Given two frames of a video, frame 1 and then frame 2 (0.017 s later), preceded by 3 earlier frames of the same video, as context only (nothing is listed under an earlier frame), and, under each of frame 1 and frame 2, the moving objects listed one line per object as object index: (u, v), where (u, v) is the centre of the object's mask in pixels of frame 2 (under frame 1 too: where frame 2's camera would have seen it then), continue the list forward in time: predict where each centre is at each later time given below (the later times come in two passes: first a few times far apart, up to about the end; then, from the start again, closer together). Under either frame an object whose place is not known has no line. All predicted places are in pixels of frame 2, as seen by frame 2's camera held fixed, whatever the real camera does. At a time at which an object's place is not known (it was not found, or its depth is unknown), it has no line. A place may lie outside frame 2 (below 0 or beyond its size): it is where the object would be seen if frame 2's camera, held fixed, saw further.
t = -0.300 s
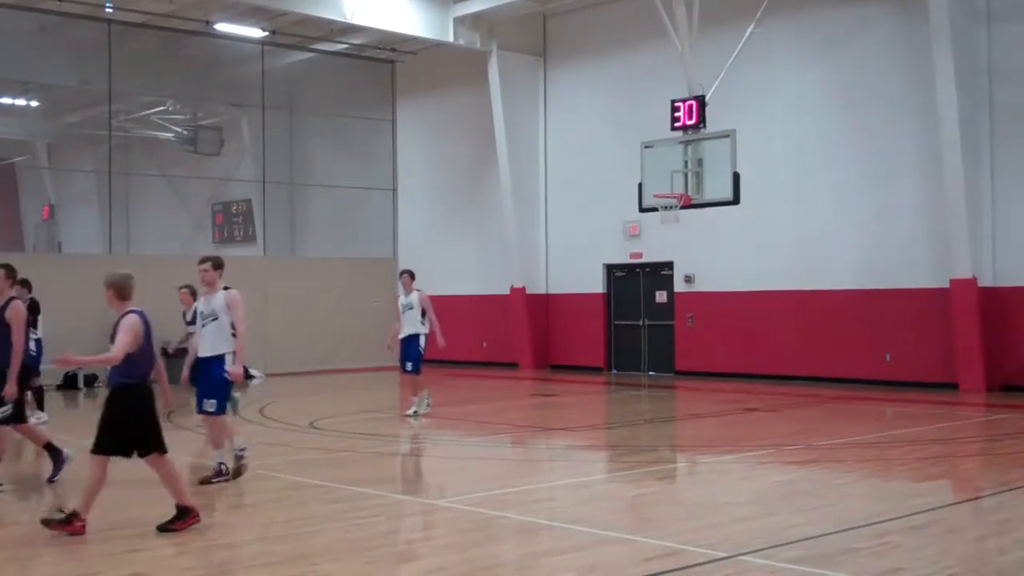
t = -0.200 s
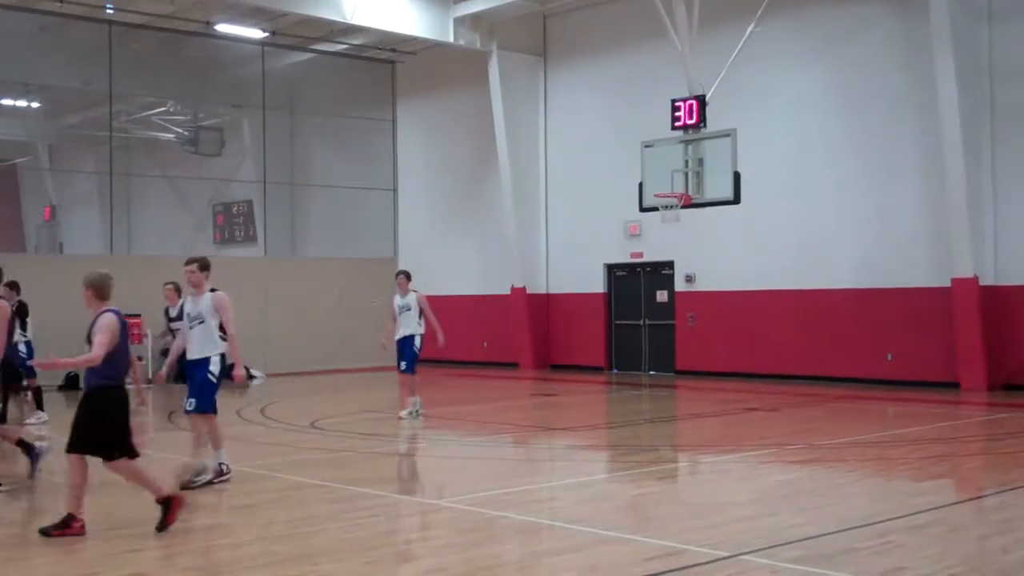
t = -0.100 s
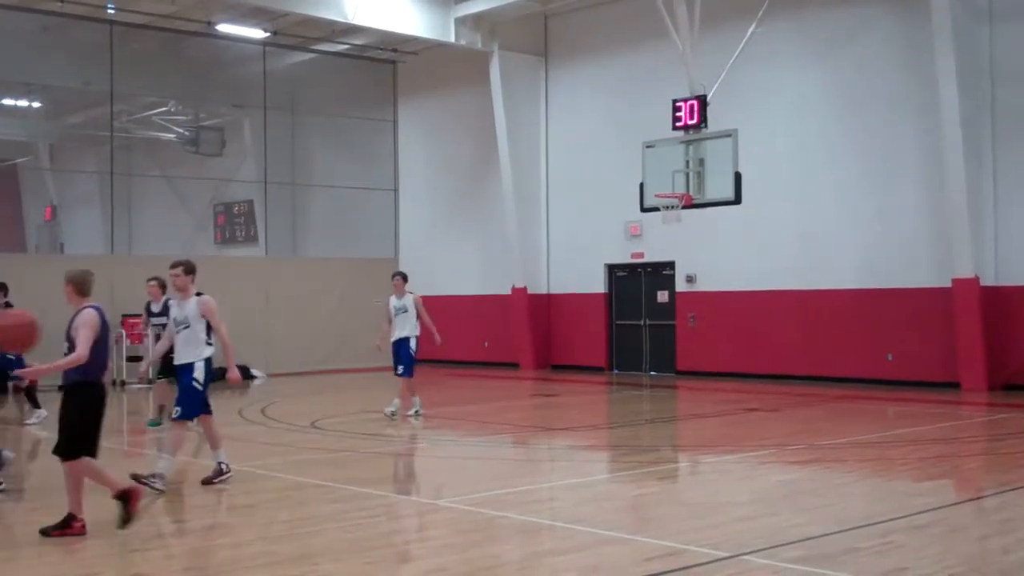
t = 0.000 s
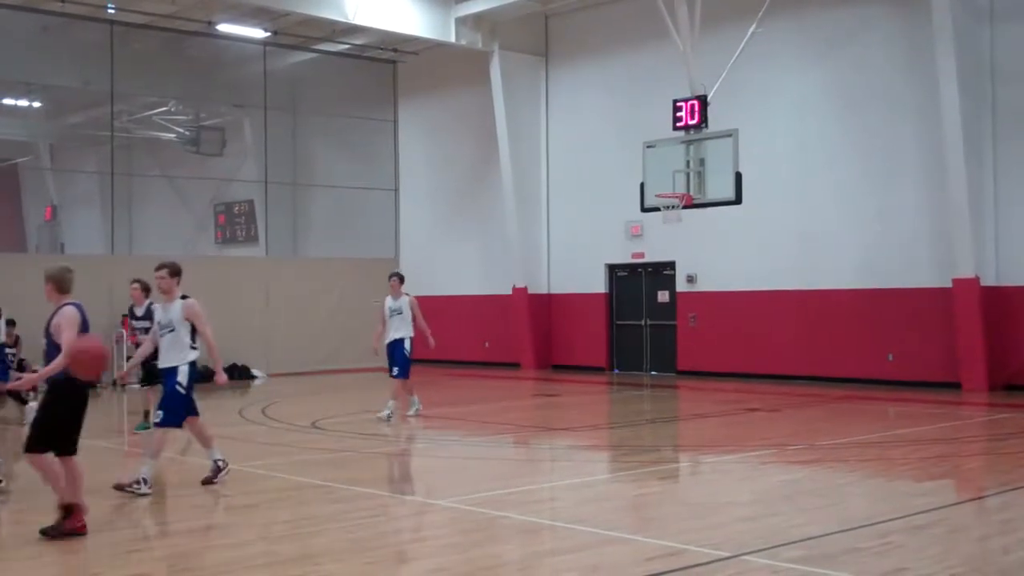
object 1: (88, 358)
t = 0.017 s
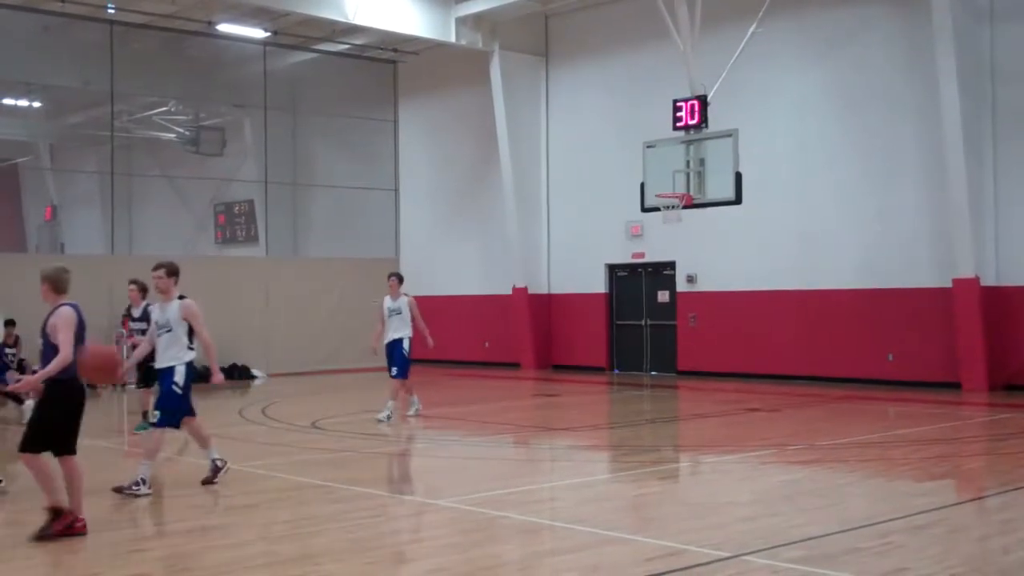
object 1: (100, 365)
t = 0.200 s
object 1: (224, 459)
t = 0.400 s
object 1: (335, 496)
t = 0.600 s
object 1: (420, 410)
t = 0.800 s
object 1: (500, 387)
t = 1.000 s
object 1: (574, 432)
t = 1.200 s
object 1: (644, 501)
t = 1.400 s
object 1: (706, 432)
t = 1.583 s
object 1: (758, 419)
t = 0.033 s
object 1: (111, 369)
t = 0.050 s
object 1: (123, 377)
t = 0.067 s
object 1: (134, 385)
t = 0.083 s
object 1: (146, 392)
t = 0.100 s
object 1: (157, 400)
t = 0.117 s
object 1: (169, 410)
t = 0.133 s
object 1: (179, 421)
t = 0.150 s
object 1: (191, 427)
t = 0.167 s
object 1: (203, 438)
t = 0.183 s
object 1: (213, 449)
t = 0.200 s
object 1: (224, 459)
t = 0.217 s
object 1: (234, 471)
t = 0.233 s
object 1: (245, 483)
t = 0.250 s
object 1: (256, 495)
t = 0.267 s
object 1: (266, 508)
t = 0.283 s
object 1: (277, 520)
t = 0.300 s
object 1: (286, 534)
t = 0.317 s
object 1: (297, 549)
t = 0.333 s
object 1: (306, 543)
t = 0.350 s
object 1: (313, 530)
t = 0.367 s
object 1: (320, 518)
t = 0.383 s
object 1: (327, 507)
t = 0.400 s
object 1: (335, 496)
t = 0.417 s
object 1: (341, 486)
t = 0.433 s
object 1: (350, 477)
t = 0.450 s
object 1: (357, 468)
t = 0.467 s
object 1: (364, 459)
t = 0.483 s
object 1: (371, 452)
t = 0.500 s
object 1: (378, 443)
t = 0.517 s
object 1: (385, 436)
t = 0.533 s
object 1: (392, 429)
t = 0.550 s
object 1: (399, 423)
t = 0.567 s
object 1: (406, 418)
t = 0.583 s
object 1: (412, 413)
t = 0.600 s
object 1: (420, 410)
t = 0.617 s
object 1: (427, 404)
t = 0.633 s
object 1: (434, 400)
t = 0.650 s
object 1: (439, 396)
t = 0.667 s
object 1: (447, 394)
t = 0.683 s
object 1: (454, 391)
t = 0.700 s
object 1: (461, 389)
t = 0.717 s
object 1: (467, 388)
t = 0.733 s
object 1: (474, 387)
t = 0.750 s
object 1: (480, 386)
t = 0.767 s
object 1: (486, 386)
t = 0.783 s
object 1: (493, 386)
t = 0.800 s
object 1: (500, 387)
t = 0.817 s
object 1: (506, 388)
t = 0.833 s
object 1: (513, 390)
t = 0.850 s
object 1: (518, 392)
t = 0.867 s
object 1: (525, 395)
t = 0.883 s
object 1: (532, 398)
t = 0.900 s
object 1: (537, 403)
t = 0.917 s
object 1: (544, 405)
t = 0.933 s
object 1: (549, 409)
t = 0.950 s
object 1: (555, 413)
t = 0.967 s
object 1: (562, 422)
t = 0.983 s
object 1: (568, 427)
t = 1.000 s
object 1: (574, 432)
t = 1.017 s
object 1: (580, 438)
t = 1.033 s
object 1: (585, 444)
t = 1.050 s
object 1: (592, 450)
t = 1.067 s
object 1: (597, 456)
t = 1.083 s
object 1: (604, 465)
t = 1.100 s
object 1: (610, 473)
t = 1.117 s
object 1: (615, 481)
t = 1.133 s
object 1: (622, 491)
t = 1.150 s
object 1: (628, 500)
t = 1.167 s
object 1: (633, 510)
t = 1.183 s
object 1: (638, 510)
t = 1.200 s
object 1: (644, 501)
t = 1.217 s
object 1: (649, 494)
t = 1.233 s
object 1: (654, 486)
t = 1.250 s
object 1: (659, 479)
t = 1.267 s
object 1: (664, 473)
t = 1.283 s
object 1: (670, 466)
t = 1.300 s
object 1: (674, 460)
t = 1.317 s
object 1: (679, 454)
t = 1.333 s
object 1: (684, 449)
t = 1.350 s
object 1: (689, 445)
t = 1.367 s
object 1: (695, 440)
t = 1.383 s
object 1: (700, 436)
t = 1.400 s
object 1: (706, 432)
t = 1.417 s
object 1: (710, 429)
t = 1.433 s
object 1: (714, 426)
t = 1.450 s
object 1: (719, 425)
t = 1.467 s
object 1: (725, 424)
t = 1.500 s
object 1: (736, 421)
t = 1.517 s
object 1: (740, 420)
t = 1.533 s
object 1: (744, 418)
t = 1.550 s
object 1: (749, 419)
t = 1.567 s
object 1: (754, 419)
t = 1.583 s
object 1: (758, 419)
